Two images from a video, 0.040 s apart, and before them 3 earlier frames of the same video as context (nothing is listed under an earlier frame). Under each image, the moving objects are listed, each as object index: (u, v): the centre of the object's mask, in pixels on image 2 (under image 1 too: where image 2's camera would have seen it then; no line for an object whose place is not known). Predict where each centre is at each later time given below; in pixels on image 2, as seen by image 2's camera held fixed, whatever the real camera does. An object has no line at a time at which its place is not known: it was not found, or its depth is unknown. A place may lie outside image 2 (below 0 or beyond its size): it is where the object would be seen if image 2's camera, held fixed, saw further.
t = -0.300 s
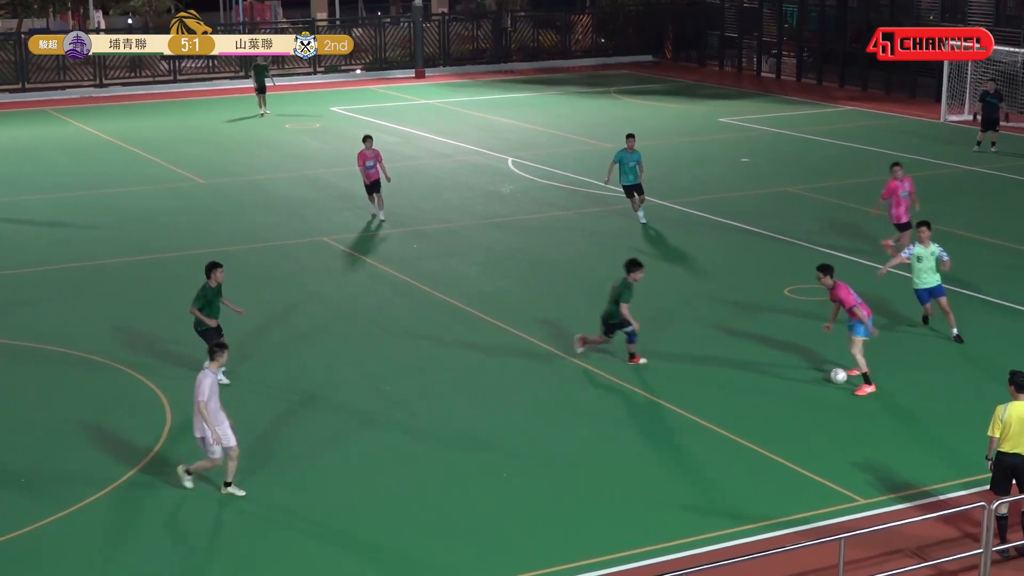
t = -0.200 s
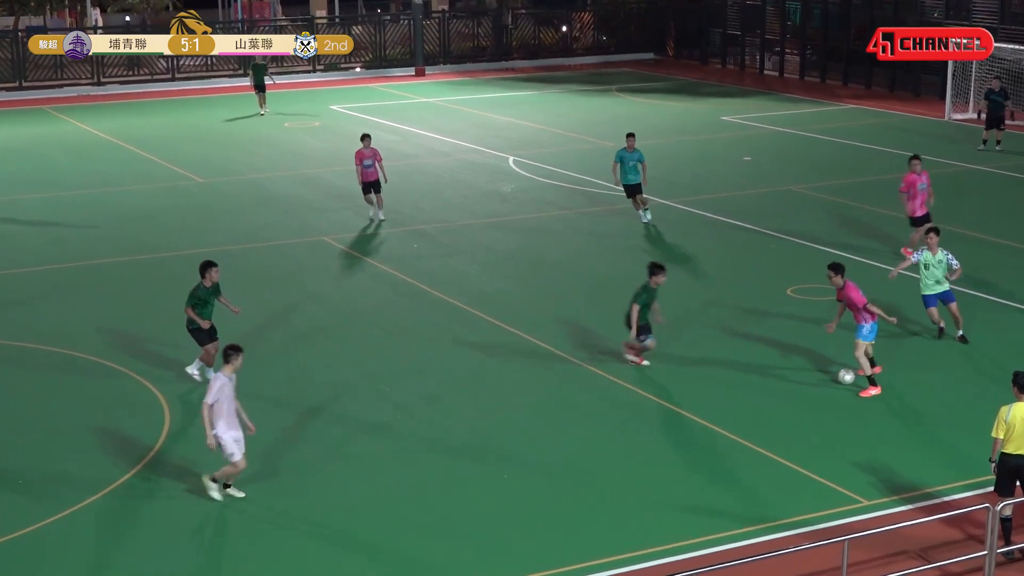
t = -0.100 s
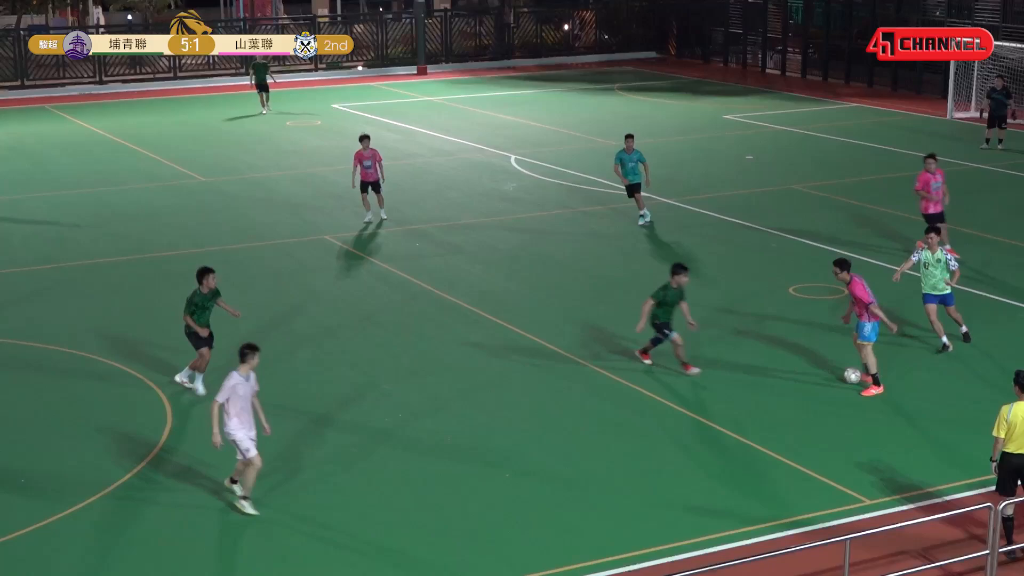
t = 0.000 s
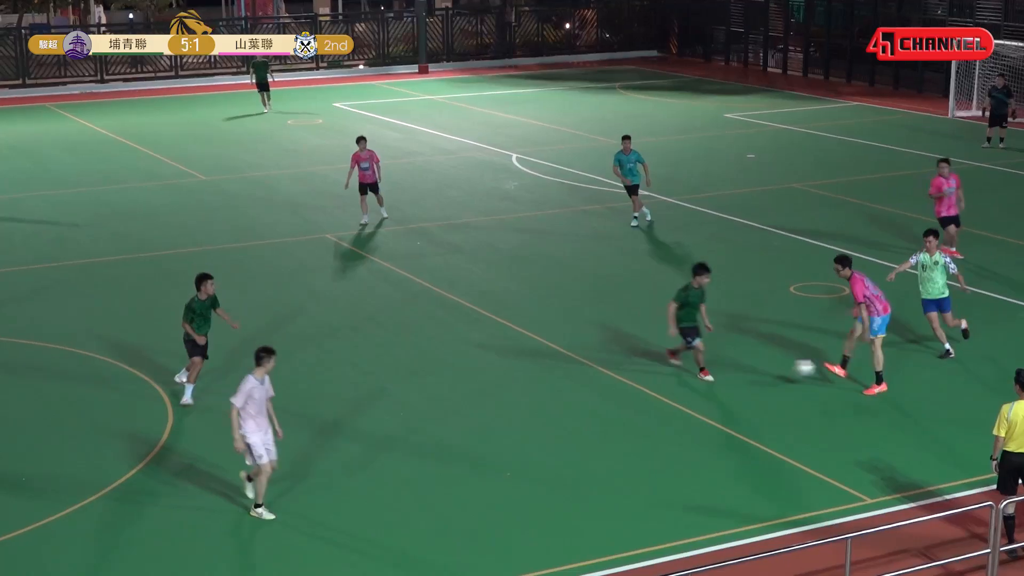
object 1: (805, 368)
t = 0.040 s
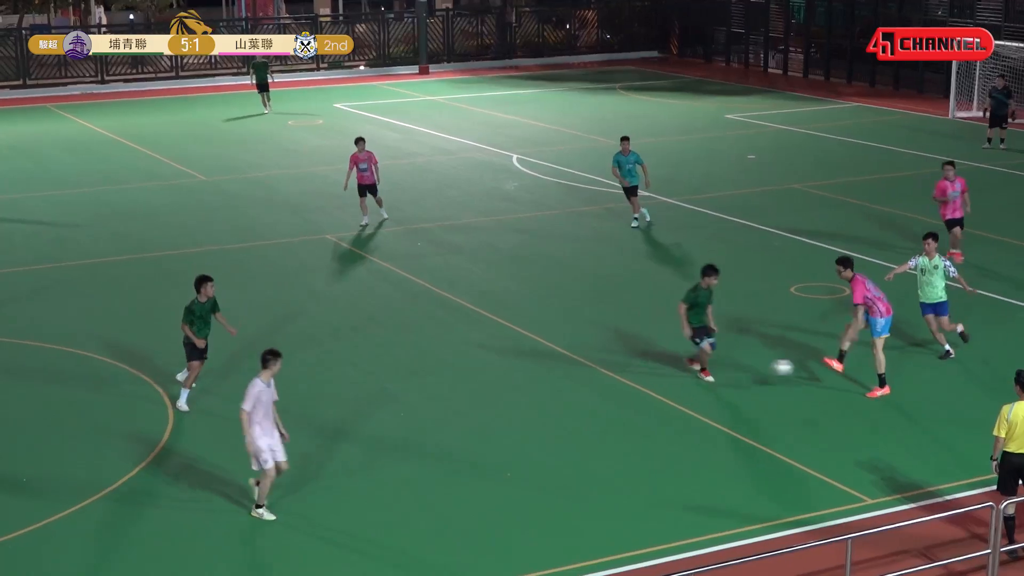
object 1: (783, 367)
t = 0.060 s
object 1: (771, 367)
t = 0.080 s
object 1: (759, 367)
